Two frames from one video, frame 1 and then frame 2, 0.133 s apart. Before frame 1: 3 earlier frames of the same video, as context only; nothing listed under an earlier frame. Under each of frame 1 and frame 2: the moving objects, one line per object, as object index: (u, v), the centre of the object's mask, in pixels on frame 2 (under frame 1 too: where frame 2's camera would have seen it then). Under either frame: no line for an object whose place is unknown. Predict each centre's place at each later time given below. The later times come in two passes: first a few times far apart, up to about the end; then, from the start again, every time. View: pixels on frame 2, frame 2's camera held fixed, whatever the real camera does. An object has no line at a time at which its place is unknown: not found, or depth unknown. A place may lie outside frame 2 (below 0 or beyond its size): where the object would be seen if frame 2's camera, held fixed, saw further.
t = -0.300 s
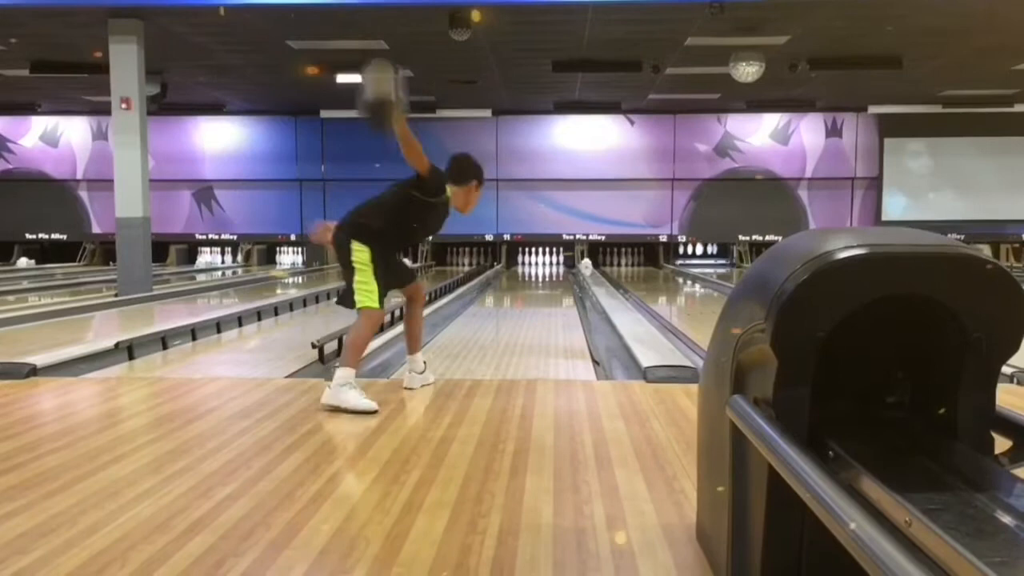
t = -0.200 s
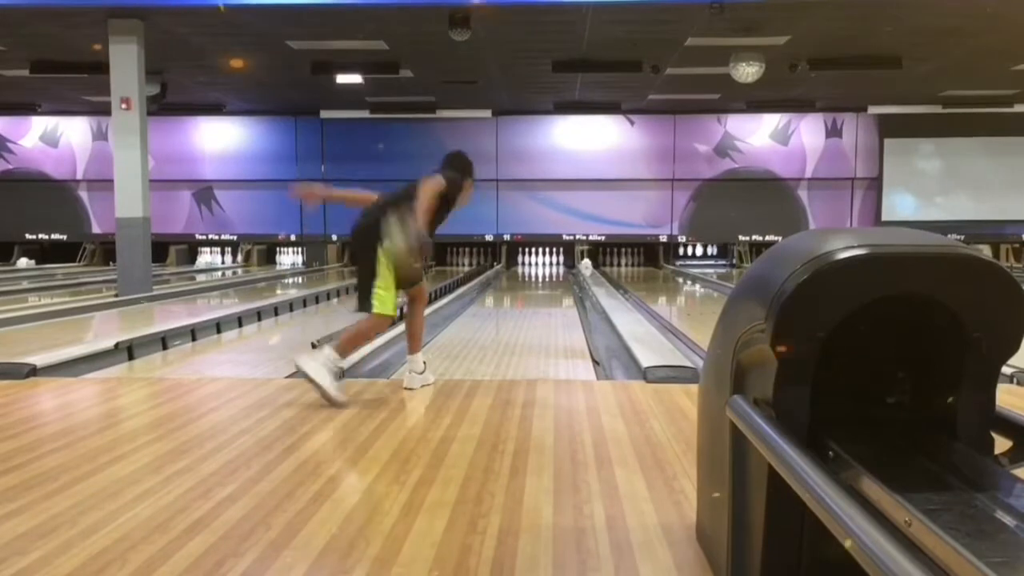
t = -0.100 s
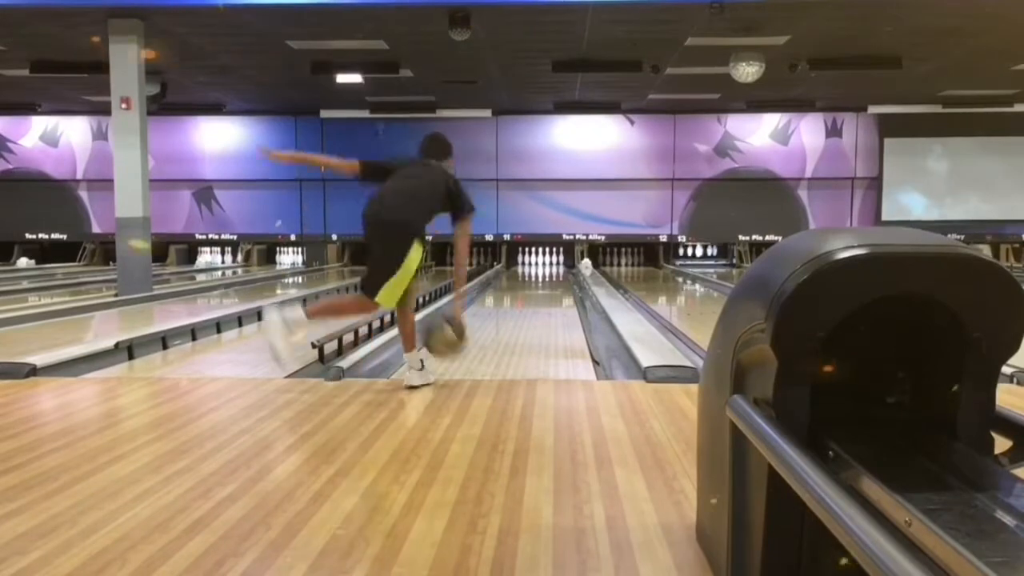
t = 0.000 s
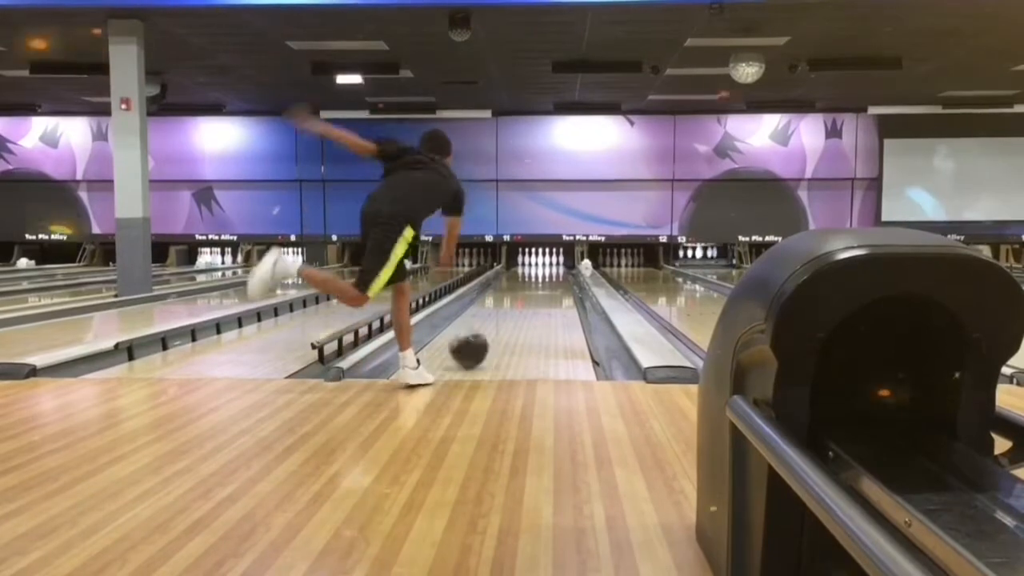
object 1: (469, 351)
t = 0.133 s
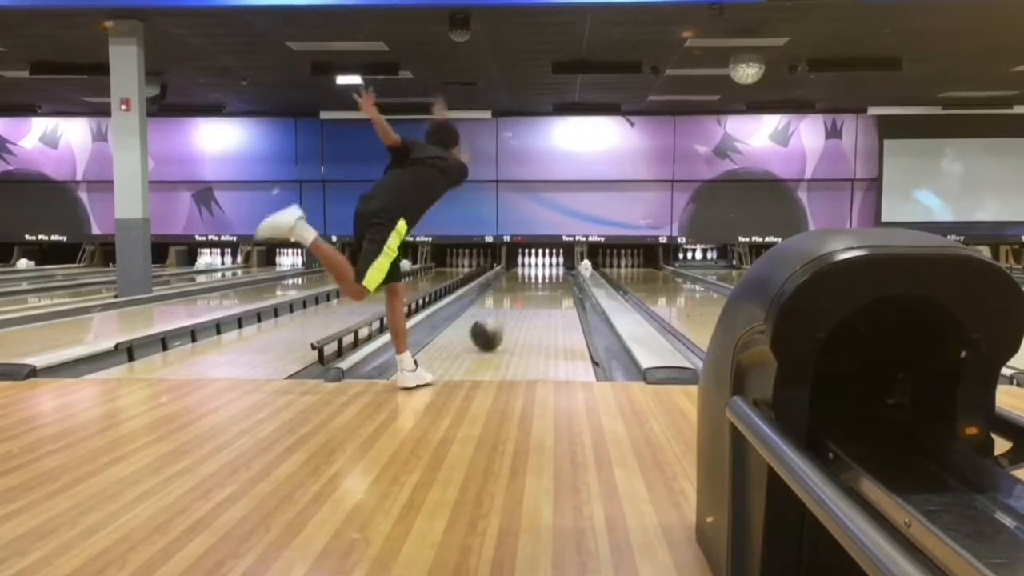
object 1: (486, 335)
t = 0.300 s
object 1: (502, 321)
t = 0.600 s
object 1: (522, 302)
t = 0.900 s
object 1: (535, 290)
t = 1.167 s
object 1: (542, 282)
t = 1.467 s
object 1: (547, 276)
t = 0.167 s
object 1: (491, 331)
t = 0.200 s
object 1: (494, 327)
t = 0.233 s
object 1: (497, 324)
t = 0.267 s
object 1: (501, 321)
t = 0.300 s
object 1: (502, 321)
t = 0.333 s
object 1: (507, 318)
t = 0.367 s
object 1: (510, 314)
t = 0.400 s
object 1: (511, 312)
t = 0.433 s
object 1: (514, 310)
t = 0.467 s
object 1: (515, 308)
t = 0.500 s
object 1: (518, 306)
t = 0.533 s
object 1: (520, 304)
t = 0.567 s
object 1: (521, 303)
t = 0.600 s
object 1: (522, 302)
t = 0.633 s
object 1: (524, 300)
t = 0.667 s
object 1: (527, 298)
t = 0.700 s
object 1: (529, 297)
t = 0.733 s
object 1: (529, 296)
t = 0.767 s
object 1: (530, 295)
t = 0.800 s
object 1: (531, 293)
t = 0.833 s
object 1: (533, 292)
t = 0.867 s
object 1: (535, 291)
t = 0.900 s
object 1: (535, 290)
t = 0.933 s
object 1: (535, 289)
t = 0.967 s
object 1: (536, 288)
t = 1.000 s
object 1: (538, 287)
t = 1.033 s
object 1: (538, 286)
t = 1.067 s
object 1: (539, 285)
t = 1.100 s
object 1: (540, 284)
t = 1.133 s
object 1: (540, 284)
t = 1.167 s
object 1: (542, 282)
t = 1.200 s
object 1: (543, 281)
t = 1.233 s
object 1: (543, 281)
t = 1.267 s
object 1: (543, 279)
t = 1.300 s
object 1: (544, 279)
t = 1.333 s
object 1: (545, 278)
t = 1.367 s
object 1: (545, 278)
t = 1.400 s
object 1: (546, 277)
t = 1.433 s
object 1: (546, 277)
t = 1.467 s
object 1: (547, 276)
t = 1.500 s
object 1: (547, 276)
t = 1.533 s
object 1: (548, 275)
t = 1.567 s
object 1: (548, 275)
